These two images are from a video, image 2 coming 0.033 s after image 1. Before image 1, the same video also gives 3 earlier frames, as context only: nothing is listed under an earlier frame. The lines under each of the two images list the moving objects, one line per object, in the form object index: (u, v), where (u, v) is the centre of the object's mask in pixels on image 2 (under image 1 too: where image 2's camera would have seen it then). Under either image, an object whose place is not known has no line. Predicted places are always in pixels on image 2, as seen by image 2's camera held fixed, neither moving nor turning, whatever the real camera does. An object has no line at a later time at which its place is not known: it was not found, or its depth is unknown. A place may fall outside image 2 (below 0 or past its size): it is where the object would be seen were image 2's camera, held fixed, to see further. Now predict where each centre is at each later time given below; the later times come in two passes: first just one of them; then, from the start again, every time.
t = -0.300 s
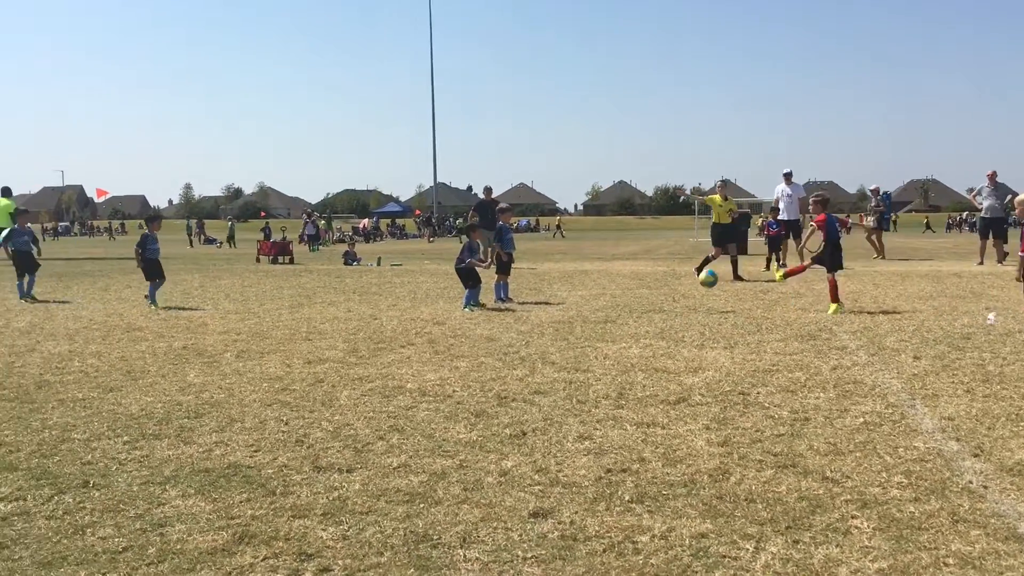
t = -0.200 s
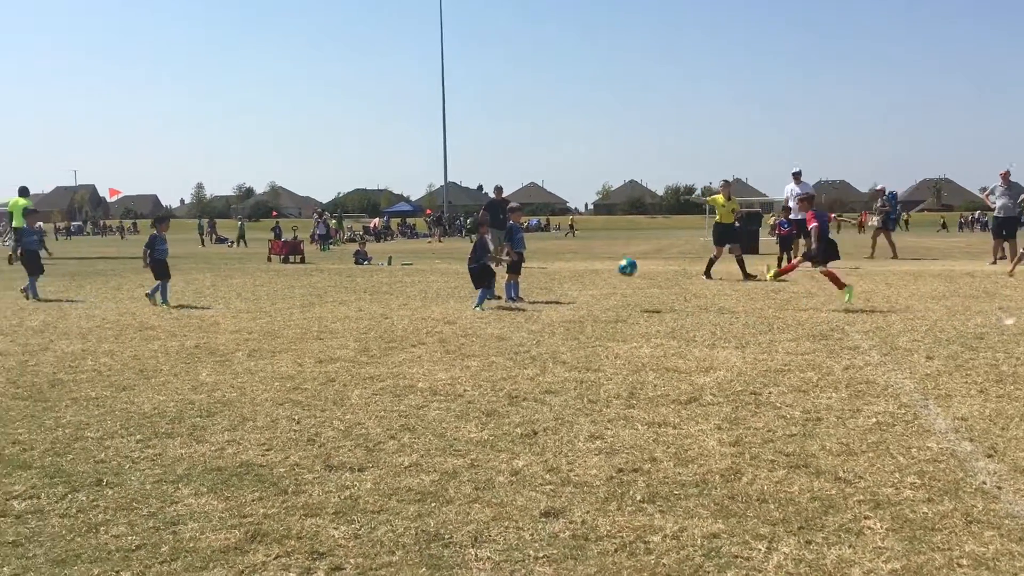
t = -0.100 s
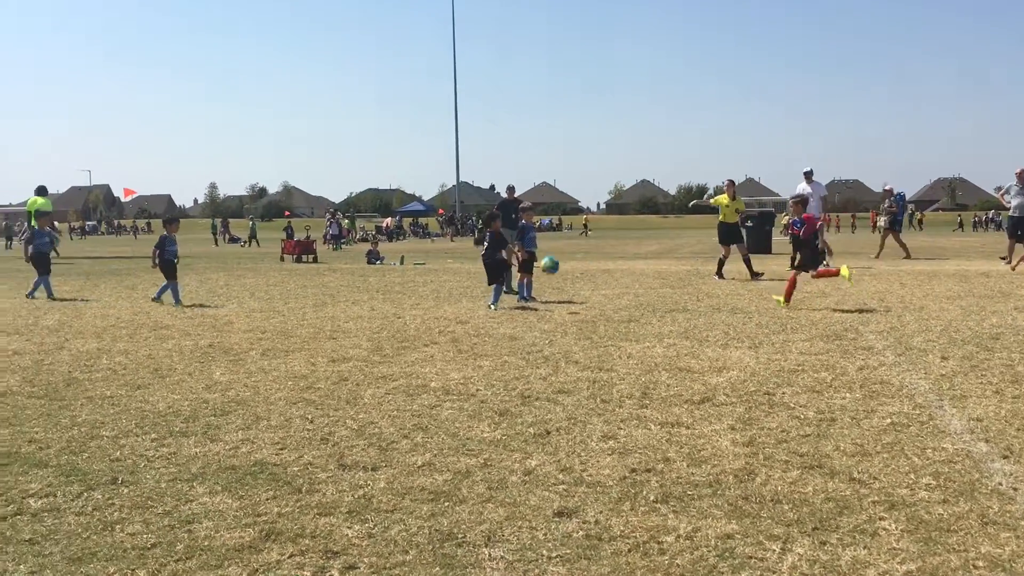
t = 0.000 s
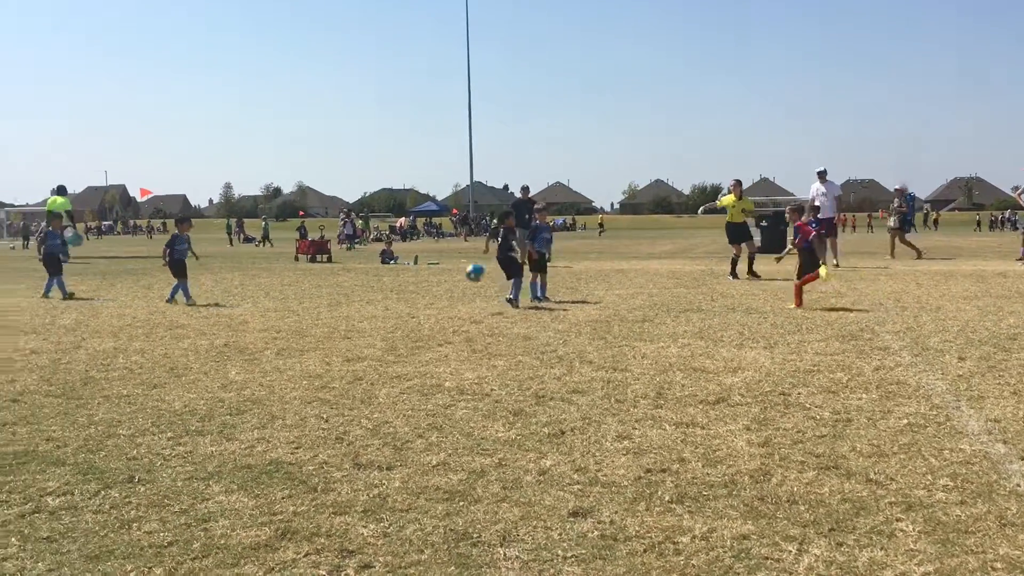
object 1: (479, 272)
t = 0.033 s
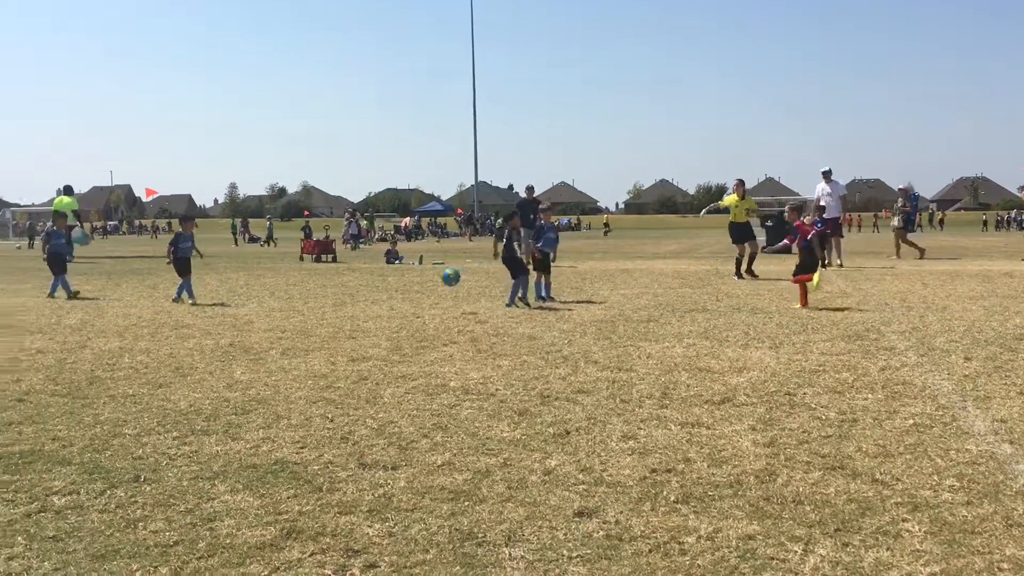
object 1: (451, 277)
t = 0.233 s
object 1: (295, 299)
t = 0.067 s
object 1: (422, 282)
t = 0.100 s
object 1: (394, 289)
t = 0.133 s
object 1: (365, 296)
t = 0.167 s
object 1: (337, 305)
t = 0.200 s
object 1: (314, 305)
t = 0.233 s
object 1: (295, 299)
